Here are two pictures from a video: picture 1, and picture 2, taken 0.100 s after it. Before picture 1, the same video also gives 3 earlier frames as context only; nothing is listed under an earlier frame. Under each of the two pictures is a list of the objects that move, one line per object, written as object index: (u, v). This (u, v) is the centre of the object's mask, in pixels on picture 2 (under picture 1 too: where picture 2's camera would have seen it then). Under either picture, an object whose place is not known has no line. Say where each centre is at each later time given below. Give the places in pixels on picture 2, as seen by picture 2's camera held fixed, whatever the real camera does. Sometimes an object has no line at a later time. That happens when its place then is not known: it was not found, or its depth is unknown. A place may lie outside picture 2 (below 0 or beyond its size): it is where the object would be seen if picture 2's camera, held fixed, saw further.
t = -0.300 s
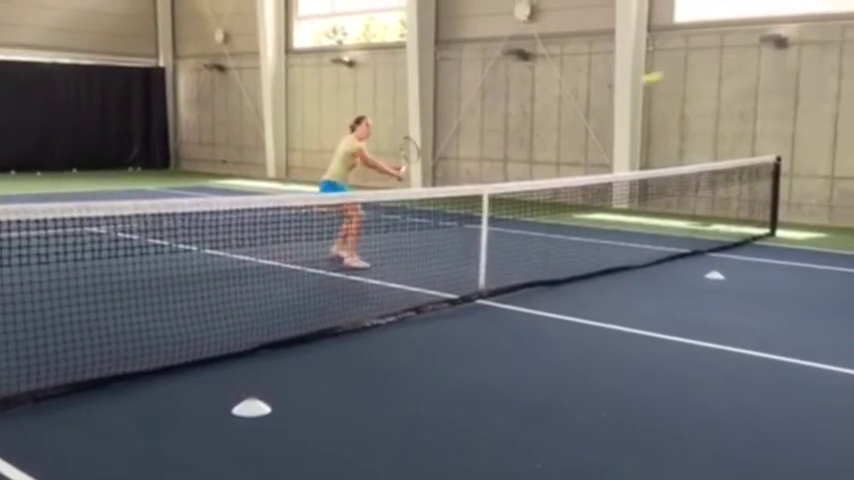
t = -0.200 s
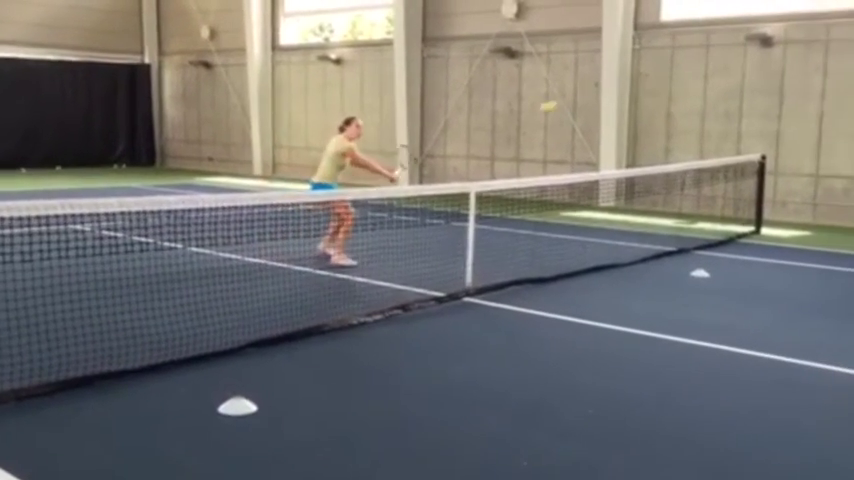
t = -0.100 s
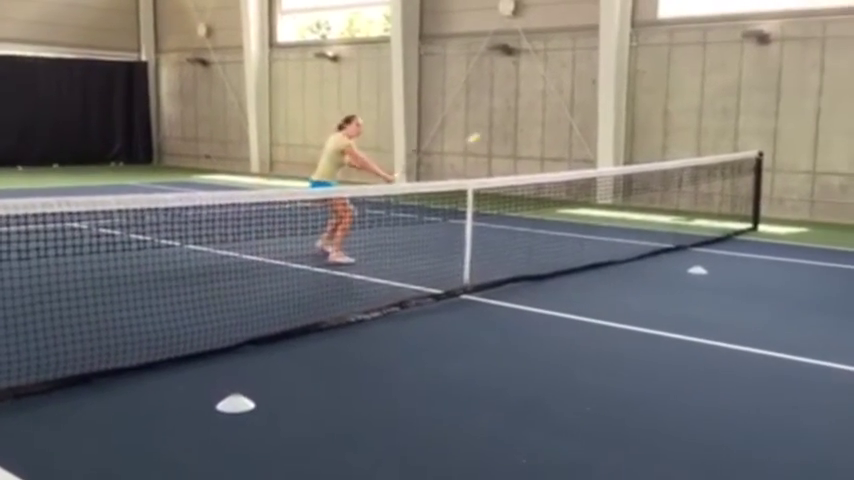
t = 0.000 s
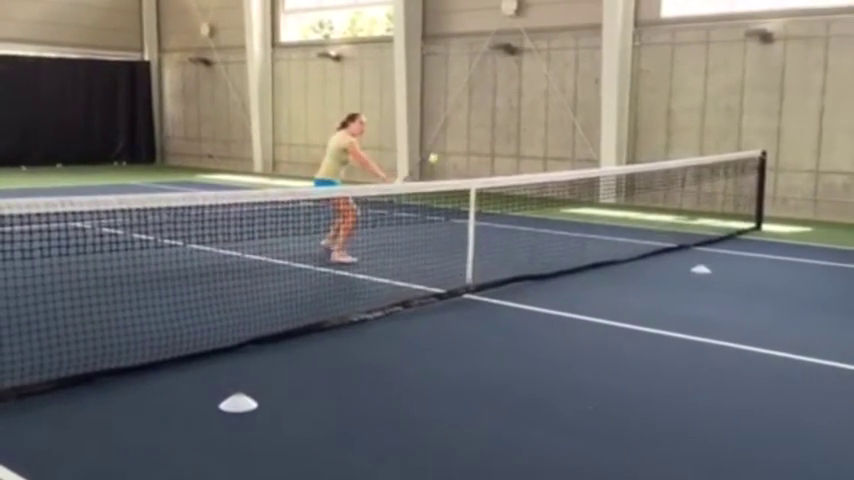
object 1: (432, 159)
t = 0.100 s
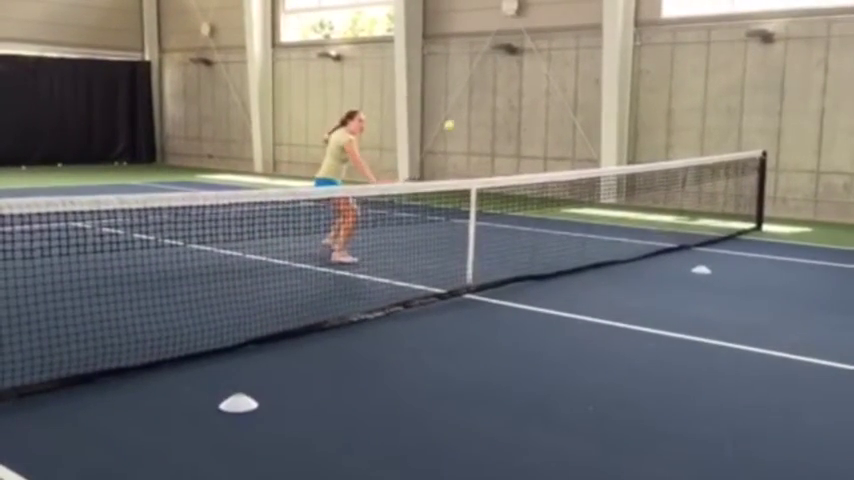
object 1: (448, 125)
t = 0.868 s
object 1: (719, 351)
